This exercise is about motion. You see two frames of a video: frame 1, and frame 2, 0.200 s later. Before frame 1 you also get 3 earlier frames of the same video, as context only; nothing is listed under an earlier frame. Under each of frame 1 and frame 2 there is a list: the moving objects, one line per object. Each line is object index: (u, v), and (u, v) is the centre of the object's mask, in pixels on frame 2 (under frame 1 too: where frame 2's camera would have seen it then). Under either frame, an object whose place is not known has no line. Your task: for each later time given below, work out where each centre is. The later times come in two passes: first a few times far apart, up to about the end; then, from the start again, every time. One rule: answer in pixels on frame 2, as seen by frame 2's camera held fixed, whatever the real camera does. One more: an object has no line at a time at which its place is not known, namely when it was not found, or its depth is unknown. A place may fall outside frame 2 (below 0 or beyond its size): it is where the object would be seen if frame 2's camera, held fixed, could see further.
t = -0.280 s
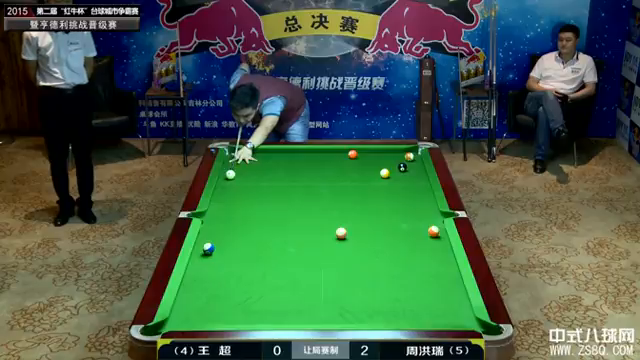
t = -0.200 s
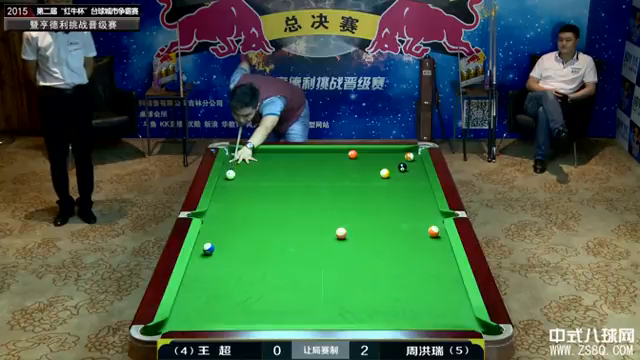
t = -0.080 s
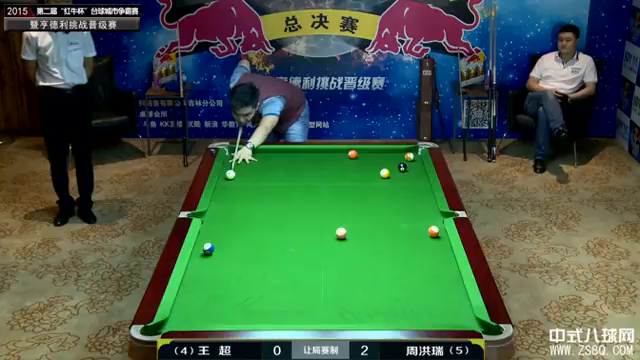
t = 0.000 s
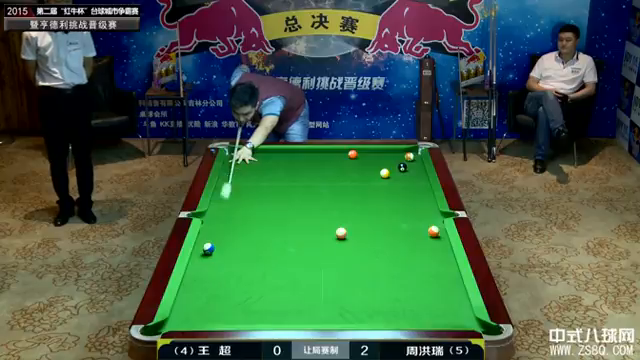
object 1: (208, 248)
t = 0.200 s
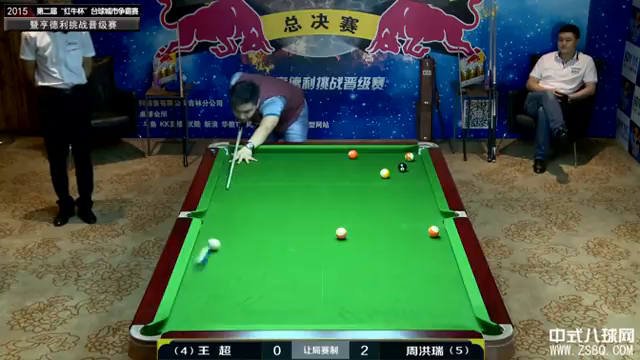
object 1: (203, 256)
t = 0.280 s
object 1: (187, 284)
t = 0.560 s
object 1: (224, 294)
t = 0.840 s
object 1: (294, 263)
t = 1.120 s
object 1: (351, 239)
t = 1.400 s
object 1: (398, 218)
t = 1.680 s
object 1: (423, 201)
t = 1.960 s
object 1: (395, 189)
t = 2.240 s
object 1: (372, 177)
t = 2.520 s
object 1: (351, 168)
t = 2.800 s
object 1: (332, 158)
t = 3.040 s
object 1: (317, 151)
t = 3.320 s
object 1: (306, 154)
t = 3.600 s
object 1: (296, 158)
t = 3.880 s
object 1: (285, 163)
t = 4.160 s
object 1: (276, 167)
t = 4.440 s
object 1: (266, 171)
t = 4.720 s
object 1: (258, 175)
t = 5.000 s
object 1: (249, 178)
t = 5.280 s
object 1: (241, 181)
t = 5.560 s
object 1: (234, 184)
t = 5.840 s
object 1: (228, 187)
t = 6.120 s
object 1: (221, 190)
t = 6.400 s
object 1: (218, 192)
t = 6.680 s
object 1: (219, 194)
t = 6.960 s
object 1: (220, 195)
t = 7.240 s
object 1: (221, 196)
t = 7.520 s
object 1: (221, 197)
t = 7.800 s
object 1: (221, 197)
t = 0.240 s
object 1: (195, 269)
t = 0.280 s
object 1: (187, 284)
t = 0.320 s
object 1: (182, 299)
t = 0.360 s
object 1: (181, 314)
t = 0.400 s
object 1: (176, 319)
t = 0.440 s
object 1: (184, 313)
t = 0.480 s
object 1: (198, 307)
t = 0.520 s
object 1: (212, 299)
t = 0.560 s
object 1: (224, 294)
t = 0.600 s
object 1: (236, 290)
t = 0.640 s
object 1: (247, 283)
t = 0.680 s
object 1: (258, 279)
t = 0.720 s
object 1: (268, 275)
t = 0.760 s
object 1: (277, 271)
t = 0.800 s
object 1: (286, 267)
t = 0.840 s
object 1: (294, 263)
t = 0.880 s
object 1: (303, 260)
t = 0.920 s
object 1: (311, 255)
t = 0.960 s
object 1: (320, 252)
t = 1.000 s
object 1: (327, 248)
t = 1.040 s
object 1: (335, 246)
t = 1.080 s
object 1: (343, 242)
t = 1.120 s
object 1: (351, 239)
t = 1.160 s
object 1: (358, 235)
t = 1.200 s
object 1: (365, 233)
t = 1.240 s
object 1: (372, 229)
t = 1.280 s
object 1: (378, 226)
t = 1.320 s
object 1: (385, 224)
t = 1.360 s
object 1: (391, 221)
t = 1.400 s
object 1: (398, 218)
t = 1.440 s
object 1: (404, 215)
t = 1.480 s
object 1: (411, 212)
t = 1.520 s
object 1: (417, 210)
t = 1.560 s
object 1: (423, 207)
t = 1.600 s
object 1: (429, 204)
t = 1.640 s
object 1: (430, 201)
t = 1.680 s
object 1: (423, 201)
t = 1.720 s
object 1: (419, 198)
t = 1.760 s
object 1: (414, 197)
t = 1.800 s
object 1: (409, 195)
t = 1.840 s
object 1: (406, 193)
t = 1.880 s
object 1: (402, 192)
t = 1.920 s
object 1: (398, 190)
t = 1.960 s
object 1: (395, 189)
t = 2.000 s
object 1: (393, 186)
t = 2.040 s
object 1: (388, 185)
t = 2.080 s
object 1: (386, 183)
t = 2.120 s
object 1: (382, 182)
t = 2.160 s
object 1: (379, 180)
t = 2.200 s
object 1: (375, 178)
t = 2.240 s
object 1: (372, 177)
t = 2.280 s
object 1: (369, 175)
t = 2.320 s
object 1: (366, 175)
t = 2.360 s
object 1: (364, 172)
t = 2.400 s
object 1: (360, 171)
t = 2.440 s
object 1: (358, 170)
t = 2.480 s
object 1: (355, 169)
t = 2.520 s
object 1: (351, 168)
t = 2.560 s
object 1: (349, 166)
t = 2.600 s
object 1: (346, 164)
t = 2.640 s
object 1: (344, 164)
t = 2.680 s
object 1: (340, 161)
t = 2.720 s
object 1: (338, 161)
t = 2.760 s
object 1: (336, 159)
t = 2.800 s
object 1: (332, 158)
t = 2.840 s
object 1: (330, 157)
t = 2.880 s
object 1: (328, 155)
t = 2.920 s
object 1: (325, 155)
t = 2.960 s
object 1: (323, 154)
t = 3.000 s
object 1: (320, 152)
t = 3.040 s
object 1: (317, 151)
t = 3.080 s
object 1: (316, 150)
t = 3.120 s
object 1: (314, 150)
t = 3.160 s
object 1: (312, 151)
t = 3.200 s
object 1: (310, 152)
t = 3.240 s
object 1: (309, 153)
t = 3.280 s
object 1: (308, 154)
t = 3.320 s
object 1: (306, 154)
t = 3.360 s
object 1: (305, 154)
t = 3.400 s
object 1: (303, 155)
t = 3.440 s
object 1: (301, 156)
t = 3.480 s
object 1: (300, 157)
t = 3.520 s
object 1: (299, 157)
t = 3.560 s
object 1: (297, 158)
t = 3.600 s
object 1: (296, 158)
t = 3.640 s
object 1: (294, 159)
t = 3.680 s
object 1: (293, 160)
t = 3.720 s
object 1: (291, 161)
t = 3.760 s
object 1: (290, 161)
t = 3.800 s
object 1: (288, 161)
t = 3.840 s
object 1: (287, 162)
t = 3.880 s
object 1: (285, 163)
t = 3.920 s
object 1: (284, 164)
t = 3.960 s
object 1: (283, 164)
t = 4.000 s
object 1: (282, 164)
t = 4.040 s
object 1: (280, 165)
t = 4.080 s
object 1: (279, 165)
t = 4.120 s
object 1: (277, 167)
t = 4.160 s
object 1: (276, 167)
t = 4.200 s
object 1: (275, 168)
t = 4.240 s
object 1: (273, 168)
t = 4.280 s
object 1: (272, 168)
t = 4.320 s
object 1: (270, 169)
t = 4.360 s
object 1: (269, 170)
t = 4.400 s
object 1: (267, 171)
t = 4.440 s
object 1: (266, 171)
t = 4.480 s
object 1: (265, 172)
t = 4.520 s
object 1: (264, 172)
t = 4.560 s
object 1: (263, 172)
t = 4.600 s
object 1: (261, 173)
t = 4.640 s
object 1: (260, 173)
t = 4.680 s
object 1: (259, 174)
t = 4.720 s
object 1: (258, 175)
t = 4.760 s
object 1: (256, 175)
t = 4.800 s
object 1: (255, 175)
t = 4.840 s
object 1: (254, 176)
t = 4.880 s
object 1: (253, 176)
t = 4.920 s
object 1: (251, 177)
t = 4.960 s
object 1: (250, 178)
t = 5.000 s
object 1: (249, 178)
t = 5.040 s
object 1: (248, 179)
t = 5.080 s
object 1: (247, 179)
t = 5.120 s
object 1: (246, 179)
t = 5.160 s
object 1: (245, 180)
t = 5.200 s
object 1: (244, 180)
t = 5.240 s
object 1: (242, 181)
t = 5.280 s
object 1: (241, 181)
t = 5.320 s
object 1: (240, 182)
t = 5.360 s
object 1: (239, 183)
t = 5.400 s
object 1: (238, 183)
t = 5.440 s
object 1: (237, 183)
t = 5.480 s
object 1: (236, 183)
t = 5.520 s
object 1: (235, 184)
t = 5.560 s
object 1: (234, 184)
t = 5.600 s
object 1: (233, 185)
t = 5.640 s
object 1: (232, 185)
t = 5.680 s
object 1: (231, 186)
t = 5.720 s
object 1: (230, 186)
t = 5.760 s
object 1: (229, 187)
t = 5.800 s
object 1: (229, 187)
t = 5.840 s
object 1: (228, 187)
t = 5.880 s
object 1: (227, 187)
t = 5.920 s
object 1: (226, 188)
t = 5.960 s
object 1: (225, 188)
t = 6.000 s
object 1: (224, 188)
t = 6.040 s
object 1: (223, 189)
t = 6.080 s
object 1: (222, 189)
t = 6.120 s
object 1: (221, 190)
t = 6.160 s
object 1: (220, 191)
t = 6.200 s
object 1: (220, 191)
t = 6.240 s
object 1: (219, 191)
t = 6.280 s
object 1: (218, 191)
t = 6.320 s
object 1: (218, 192)
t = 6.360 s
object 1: (217, 192)
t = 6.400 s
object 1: (218, 192)
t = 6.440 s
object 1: (218, 192)
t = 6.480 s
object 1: (218, 193)
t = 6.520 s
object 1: (218, 193)
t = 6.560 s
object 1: (219, 193)
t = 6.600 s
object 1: (219, 193)
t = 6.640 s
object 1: (219, 194)
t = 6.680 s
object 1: (219, 194)
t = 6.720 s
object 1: (219, 194)
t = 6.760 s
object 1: (220, 194)
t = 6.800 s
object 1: (220, 195)
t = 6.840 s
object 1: (220, 195)
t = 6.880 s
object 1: (220, 195)
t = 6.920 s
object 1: (220, 195)
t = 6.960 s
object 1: (220, 195)
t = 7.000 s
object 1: (220, 196)
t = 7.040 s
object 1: (220, 196)
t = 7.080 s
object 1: (220, 196)
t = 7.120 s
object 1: (220, 196)
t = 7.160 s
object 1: (220, 196)
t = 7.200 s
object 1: (220, 196)
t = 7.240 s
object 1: (221, 196)
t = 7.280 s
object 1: (221, 196)
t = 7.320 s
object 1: (221, 196)
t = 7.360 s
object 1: (221, 196)
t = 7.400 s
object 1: (221, 197)
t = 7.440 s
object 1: (221, 197)
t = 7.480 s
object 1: (221, 197)
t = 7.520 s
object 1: (221, 197)
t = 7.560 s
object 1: (221, 197)
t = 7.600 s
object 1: (221, 197)
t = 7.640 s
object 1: (221, 197)
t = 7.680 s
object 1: (221, 197)
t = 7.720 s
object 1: (221, 197)
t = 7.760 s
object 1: (221, 197)
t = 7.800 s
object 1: (221, 197)
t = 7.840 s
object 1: (221, 197)
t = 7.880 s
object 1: (221, 197)
